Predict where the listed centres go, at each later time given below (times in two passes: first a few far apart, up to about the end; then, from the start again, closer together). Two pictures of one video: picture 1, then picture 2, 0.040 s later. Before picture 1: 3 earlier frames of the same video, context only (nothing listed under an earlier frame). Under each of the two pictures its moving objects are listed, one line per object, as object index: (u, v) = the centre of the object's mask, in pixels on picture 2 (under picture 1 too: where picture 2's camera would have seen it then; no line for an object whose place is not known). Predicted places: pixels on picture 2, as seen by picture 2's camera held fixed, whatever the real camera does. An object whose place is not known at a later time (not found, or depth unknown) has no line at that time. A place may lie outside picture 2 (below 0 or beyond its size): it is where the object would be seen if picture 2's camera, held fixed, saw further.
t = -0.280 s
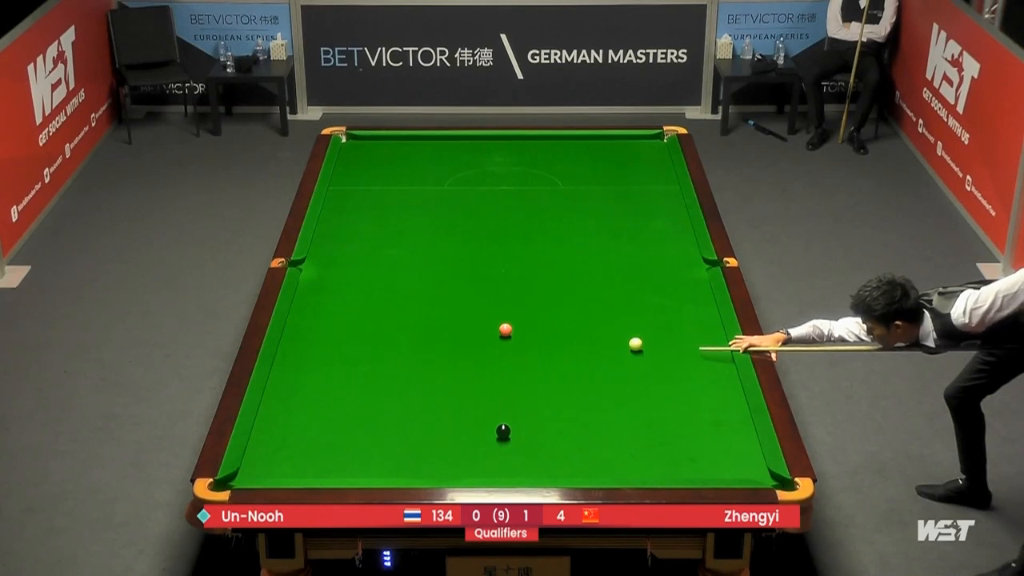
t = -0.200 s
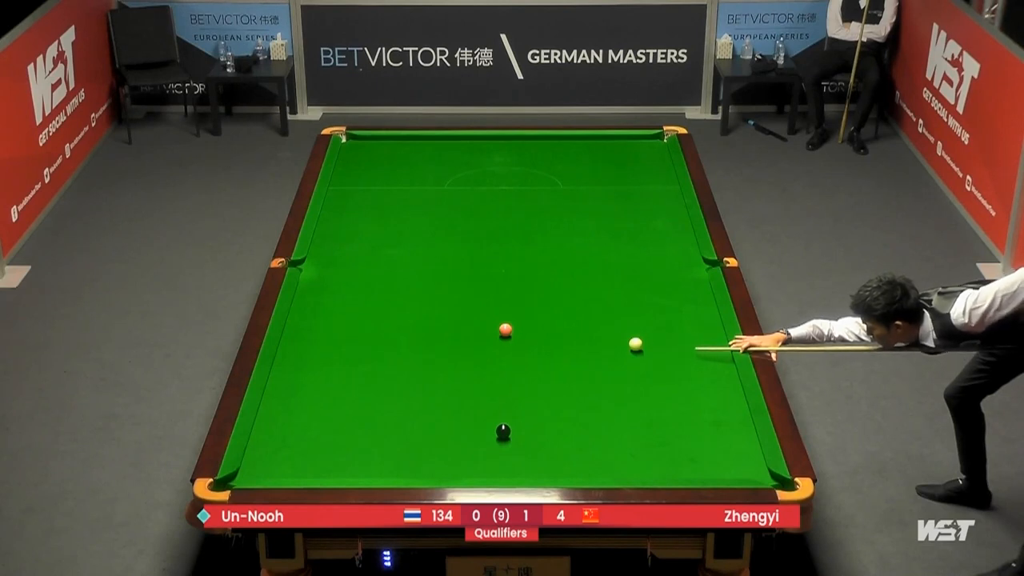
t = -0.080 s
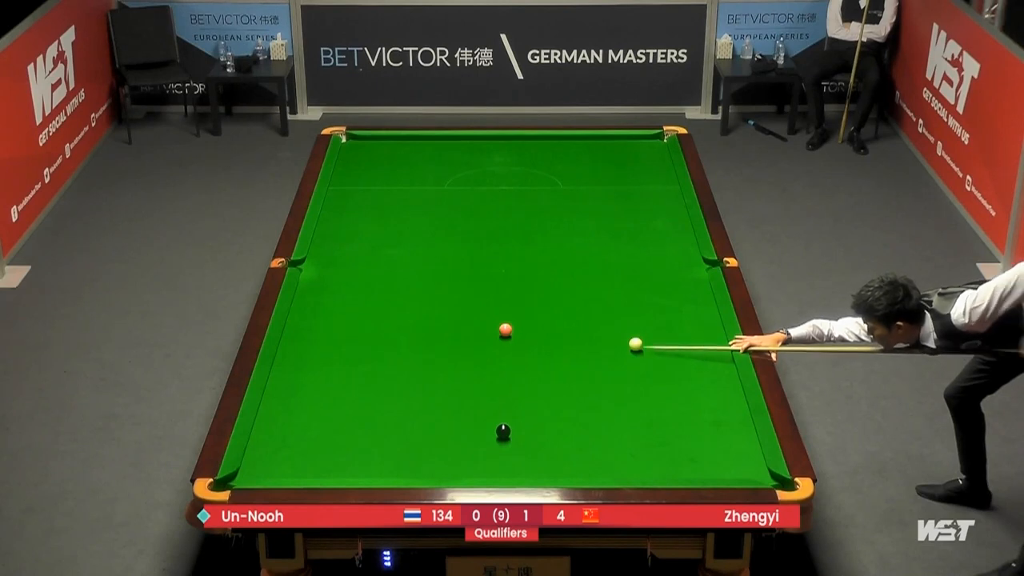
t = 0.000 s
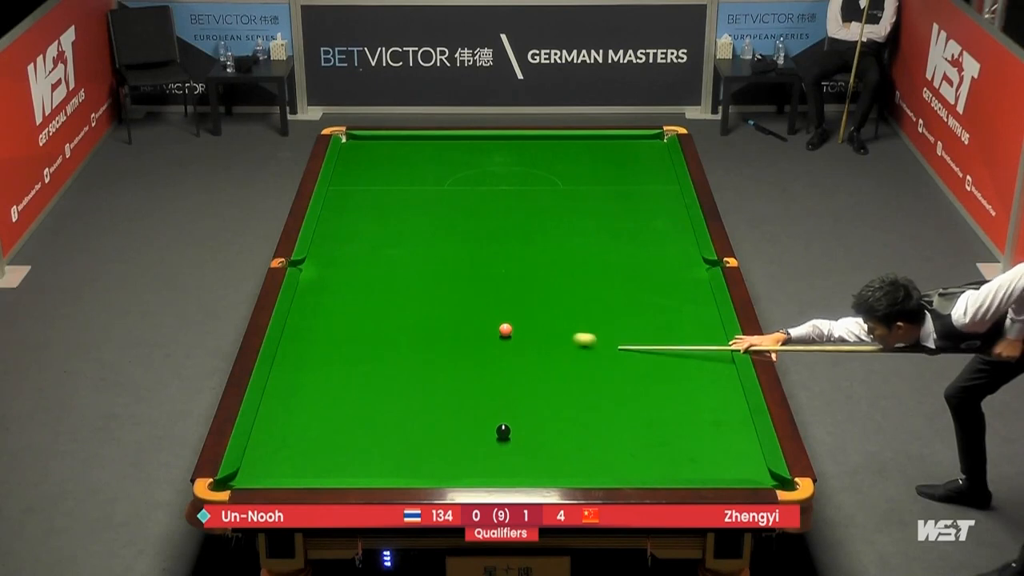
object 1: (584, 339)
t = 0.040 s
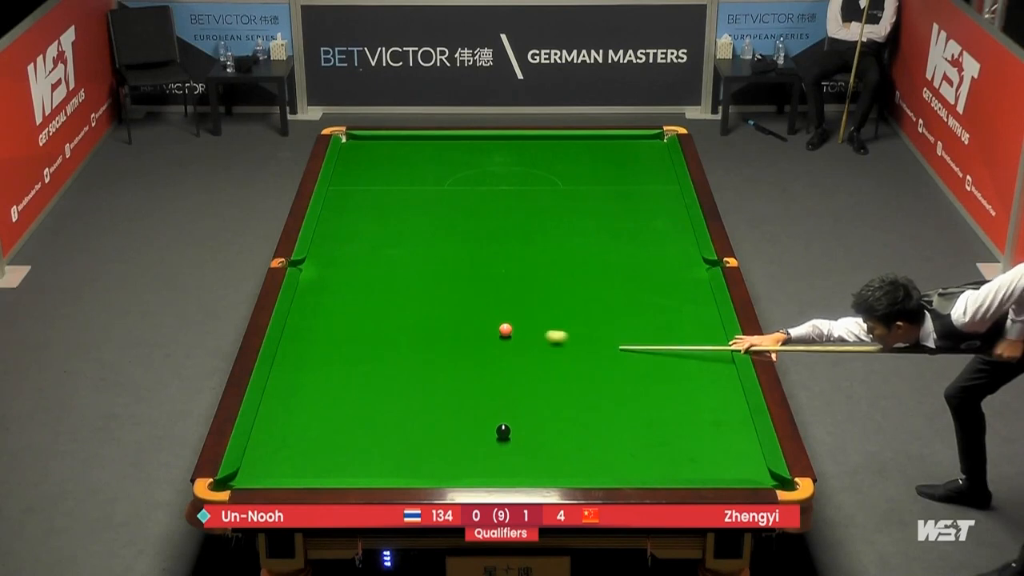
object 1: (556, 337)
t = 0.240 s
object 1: (496, 345)
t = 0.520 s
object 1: (481, 366)
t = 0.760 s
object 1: (474, 383)
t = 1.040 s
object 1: (466, 403)
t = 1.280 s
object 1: (458, 420)
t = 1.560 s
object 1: (450, 440)
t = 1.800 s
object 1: (442, 457)
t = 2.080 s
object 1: (435, 474)
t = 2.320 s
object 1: (437, 467)
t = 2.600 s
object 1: (439, 457)
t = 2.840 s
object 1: (440, 450)
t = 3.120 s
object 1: (442, 443)
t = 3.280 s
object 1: (440, 439)
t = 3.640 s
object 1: (444, 432)
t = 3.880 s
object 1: (445, 428)
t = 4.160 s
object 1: (445, 425)
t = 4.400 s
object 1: (445, 423)
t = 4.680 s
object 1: (445, 421)
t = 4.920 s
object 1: (444, 420)
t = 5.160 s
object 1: (444, 419)
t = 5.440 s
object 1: (444, 420)
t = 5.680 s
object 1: (444, 420)
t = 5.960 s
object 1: (444, 420)
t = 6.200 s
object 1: (444, 420)
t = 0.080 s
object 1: (529, 334)
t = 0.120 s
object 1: (513, 335)
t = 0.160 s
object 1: (507, 338)
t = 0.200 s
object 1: (501, 342)
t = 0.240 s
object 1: (496, 345)
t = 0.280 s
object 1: (493, 348)
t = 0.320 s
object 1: (489, 351)
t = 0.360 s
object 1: (487, 354)
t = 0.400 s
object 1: (485, 357)
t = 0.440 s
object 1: (484, 360)
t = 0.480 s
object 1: (483, 363)
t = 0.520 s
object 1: (481, 366)
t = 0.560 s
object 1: (480, 369)
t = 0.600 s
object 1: (479, 372)
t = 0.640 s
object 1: (478, 374)
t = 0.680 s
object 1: (477, 377)
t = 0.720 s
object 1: (475, 380)
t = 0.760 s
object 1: (474, 383)
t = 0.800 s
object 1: (473, 386)
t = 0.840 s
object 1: (472, 388)
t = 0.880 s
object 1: (470, 391)
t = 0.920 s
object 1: (469, 394)
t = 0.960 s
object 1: (468, 397)
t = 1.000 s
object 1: (467, 400)
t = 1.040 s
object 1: (466, 403)
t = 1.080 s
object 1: (464, 406)
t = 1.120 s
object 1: (463, 408)
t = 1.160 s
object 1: (462, 411)
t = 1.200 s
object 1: (461, 414)
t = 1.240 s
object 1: (460, 417)
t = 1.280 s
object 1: (458, 420)
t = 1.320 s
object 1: (457, 423)
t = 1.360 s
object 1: (456, 426)
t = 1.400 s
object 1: (455, 428)
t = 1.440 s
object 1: (453, 431)
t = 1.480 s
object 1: (452, 434)
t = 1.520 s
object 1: (451, 437)
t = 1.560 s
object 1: (450, 440)
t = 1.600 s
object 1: (449, 443)
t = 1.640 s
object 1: (447, 446)
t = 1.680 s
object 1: (446, 449)
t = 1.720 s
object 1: (445, 452)
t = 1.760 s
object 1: (444, 454)
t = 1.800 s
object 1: (442, 457)
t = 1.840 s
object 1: (441, 460)
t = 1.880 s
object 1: (440, 463)
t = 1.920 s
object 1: (439, 466)
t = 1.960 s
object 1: (438, 468)
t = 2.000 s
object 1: (437, 471)
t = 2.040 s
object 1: (435, 473)
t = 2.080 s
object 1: (435, 474)
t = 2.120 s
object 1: (435, 472)
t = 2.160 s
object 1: (436, 471)
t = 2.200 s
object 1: (436, 470)
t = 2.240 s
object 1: (436, 469)
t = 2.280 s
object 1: (437, 468)
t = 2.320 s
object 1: (437, 467)
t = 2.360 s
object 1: (437, 465)
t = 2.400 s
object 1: (437, 464)
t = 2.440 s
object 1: (438, 463)
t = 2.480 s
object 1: (438, 461)
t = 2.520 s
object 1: (438, 460)
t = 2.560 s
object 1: (439, 458)
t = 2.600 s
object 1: (439, 457)
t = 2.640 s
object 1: (439, 456)
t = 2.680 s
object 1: (439, 455)
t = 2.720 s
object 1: (440, 453)
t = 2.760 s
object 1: (440, 452)
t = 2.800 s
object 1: (440, 451)
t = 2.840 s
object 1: (440, 450)
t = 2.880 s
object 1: (441, 449)
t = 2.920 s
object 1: (441, 448)
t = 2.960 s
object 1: (441, 447)
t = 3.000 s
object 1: (441, 446)
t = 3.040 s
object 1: (441, 445)
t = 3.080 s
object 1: (442, 443)
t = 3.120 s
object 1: (442, 443)
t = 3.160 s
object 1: (442, 442)
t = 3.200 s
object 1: (442, 441)
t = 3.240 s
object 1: (443, 440)
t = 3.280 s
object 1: (440, 439)
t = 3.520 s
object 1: (444, 434)
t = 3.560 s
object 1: (444, 433)
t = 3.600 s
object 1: (444, 433)
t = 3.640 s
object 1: (444, 432)
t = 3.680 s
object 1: (444, 431)
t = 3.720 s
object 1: (444, 431)
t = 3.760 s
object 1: (444, 430)
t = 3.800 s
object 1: (444, 429)
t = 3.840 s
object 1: (444, 429)
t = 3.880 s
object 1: (445, 428)
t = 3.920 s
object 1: (444, 428)
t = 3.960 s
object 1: (444, 427)
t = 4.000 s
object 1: (444, 427)
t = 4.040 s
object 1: (445, 426)
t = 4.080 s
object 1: (445, 426)
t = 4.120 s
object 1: (445, 425)
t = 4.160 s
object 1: (445, 425)
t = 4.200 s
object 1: (445, 424)
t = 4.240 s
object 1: (445, 424)
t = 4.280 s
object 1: (445, 424)
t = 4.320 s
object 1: (445, 423)
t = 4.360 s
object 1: (445, 423)
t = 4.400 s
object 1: (445, 423)
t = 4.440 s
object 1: (445, 422)
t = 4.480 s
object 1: (445, 422)
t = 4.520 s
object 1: (445, 422)
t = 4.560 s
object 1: (445, 422)
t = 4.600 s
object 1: (445, 421)
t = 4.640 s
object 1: (445, 421)
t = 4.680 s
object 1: (445, 421)
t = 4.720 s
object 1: (445, 421)
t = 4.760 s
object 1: (445, 420)
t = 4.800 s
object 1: (444, 420)
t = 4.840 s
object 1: (444, 420)
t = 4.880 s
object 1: (444, 420)
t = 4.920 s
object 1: (444, 420)
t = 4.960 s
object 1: (444, 420)
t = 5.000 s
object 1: (444, 420)
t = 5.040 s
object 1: (444, 419)
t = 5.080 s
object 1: (444, 419)
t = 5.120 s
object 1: (444, 419)
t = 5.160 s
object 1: (444, 419)
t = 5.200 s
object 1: (444, 419)
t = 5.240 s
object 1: (444, 419)
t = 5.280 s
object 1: (444, 420)
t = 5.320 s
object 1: (444, 419)
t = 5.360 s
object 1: (444, 420)
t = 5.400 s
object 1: (444, 419)
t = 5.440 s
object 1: (444, 420)
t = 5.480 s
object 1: (444, 419)
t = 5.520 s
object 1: (444, 420)
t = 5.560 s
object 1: (444, 419)
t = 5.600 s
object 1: (444, 420)
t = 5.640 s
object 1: (444, 420)
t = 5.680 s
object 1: (444, 420)
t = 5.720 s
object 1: (444, 420)
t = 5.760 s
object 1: (444, 419)
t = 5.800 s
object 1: (444, 420)
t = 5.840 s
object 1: (444, 420)
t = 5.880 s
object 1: (444, 420)
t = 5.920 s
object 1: (444, 420)
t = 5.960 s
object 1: (444, 420)
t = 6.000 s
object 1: (444, 420)
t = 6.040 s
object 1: (444, 420)
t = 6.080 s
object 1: (444, 420)
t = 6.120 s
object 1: (444, 420)
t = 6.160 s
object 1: (444, 420)
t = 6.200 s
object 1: (444, 420)
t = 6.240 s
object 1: (444, 420)
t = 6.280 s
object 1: (444, 420)
